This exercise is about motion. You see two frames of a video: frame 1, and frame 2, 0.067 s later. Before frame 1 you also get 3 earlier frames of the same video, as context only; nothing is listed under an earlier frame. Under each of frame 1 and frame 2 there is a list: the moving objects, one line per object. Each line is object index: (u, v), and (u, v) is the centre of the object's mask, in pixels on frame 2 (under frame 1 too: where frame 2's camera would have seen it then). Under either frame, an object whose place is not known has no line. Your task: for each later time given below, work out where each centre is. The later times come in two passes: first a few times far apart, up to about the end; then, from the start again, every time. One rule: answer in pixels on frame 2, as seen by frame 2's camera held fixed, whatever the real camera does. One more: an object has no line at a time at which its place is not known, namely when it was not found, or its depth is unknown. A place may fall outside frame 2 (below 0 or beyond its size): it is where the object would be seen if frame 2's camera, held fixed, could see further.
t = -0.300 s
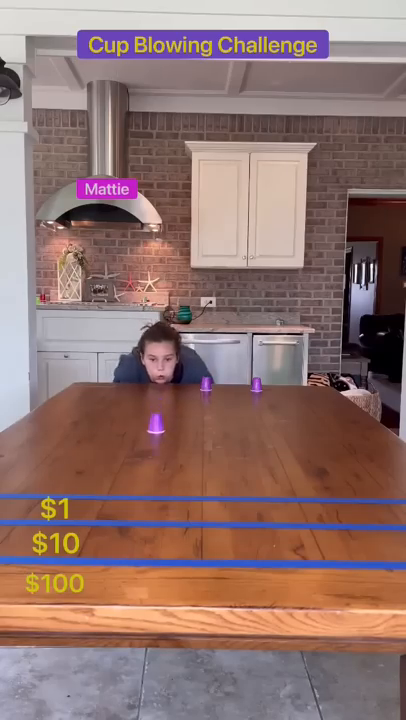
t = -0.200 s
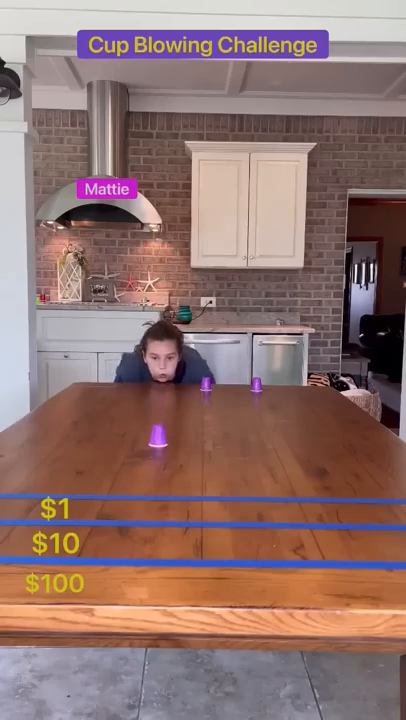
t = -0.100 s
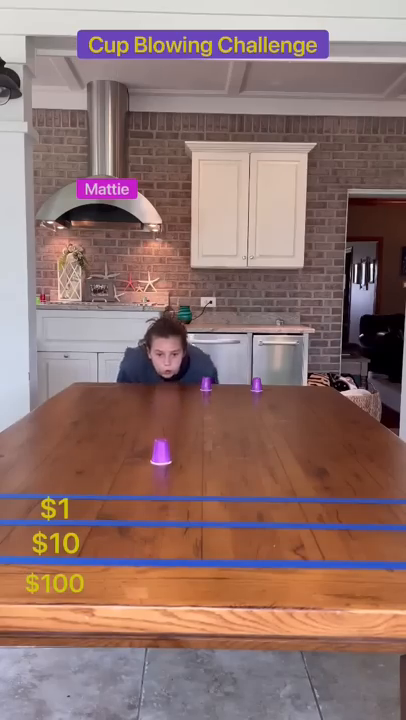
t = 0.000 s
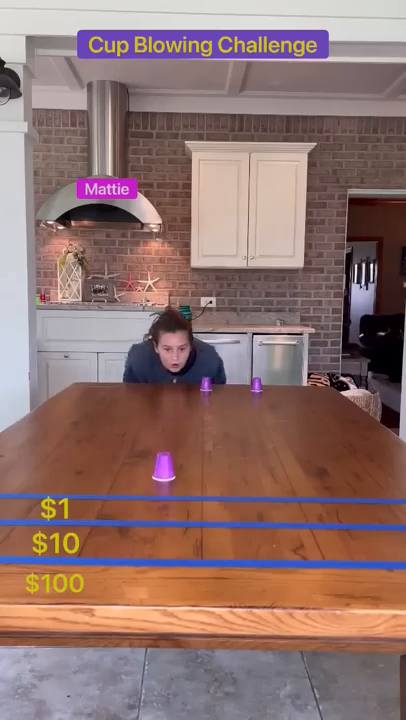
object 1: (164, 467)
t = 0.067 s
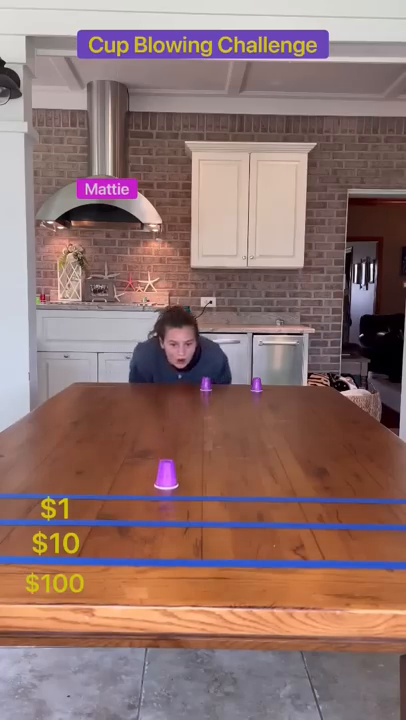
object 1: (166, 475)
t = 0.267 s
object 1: (171, 487)
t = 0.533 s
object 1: (171, 488)
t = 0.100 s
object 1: (167, 479)
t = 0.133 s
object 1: (168, 481)
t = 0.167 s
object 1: (169, 483)
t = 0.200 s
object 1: (170, 485)
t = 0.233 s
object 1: (170, 487)
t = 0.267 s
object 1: (171, 487)
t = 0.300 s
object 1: (171, 488)
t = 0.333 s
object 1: (171, 488)
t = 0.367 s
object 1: (171, 488)
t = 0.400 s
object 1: (171, 488)
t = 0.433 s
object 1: (171, 488)
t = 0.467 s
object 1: (171, 488)
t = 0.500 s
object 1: (171, 488)
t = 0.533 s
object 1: (171, 488)
